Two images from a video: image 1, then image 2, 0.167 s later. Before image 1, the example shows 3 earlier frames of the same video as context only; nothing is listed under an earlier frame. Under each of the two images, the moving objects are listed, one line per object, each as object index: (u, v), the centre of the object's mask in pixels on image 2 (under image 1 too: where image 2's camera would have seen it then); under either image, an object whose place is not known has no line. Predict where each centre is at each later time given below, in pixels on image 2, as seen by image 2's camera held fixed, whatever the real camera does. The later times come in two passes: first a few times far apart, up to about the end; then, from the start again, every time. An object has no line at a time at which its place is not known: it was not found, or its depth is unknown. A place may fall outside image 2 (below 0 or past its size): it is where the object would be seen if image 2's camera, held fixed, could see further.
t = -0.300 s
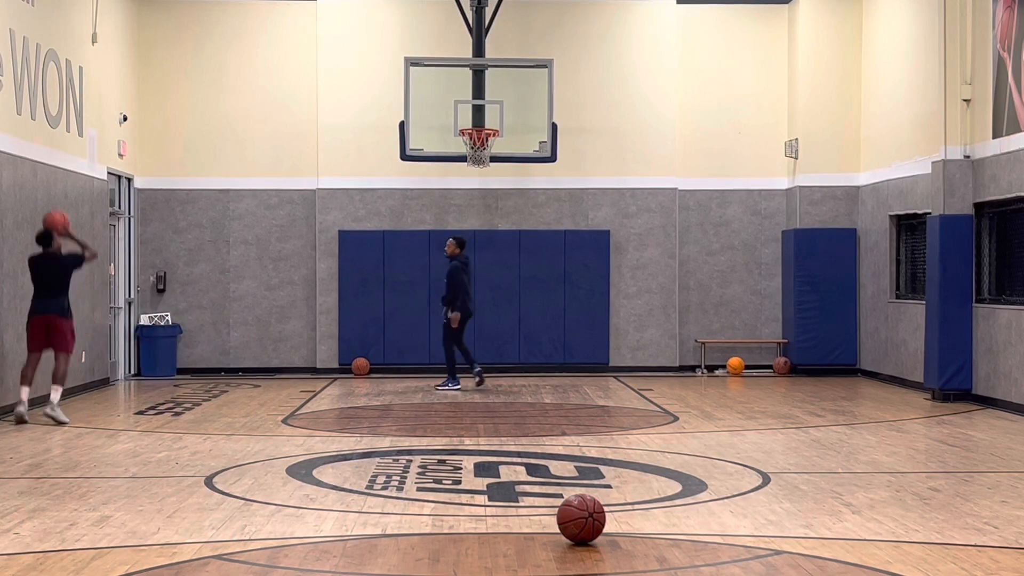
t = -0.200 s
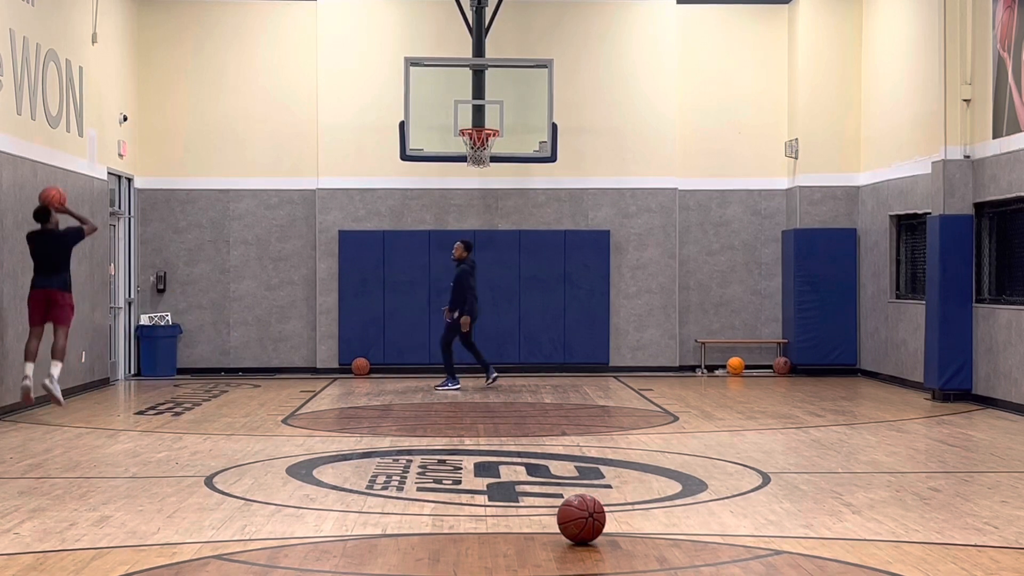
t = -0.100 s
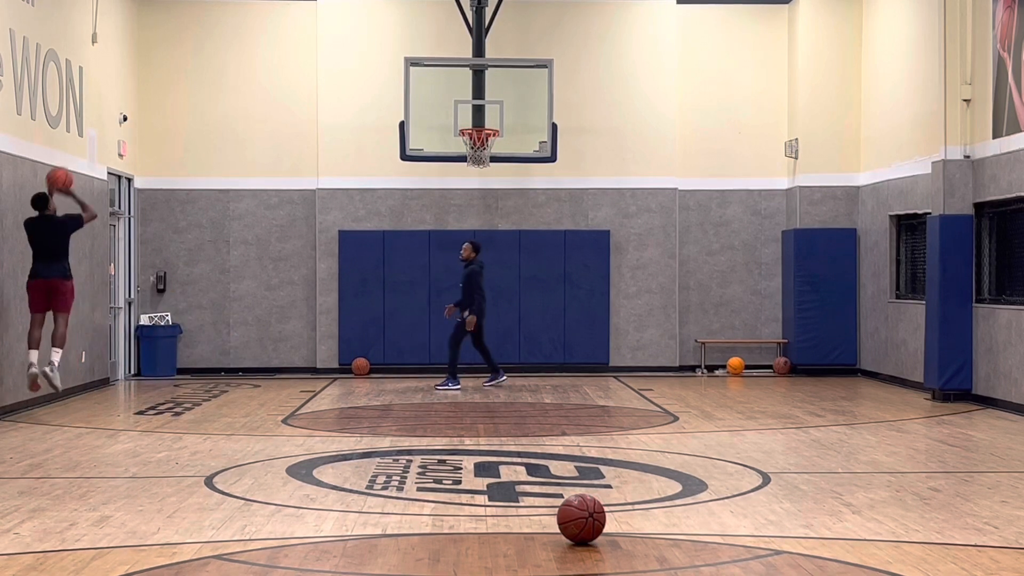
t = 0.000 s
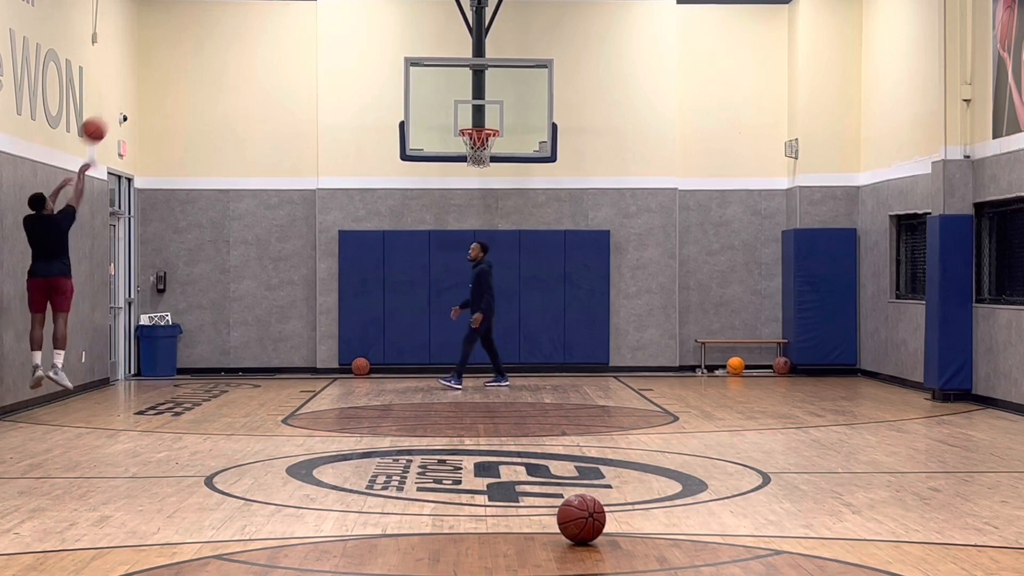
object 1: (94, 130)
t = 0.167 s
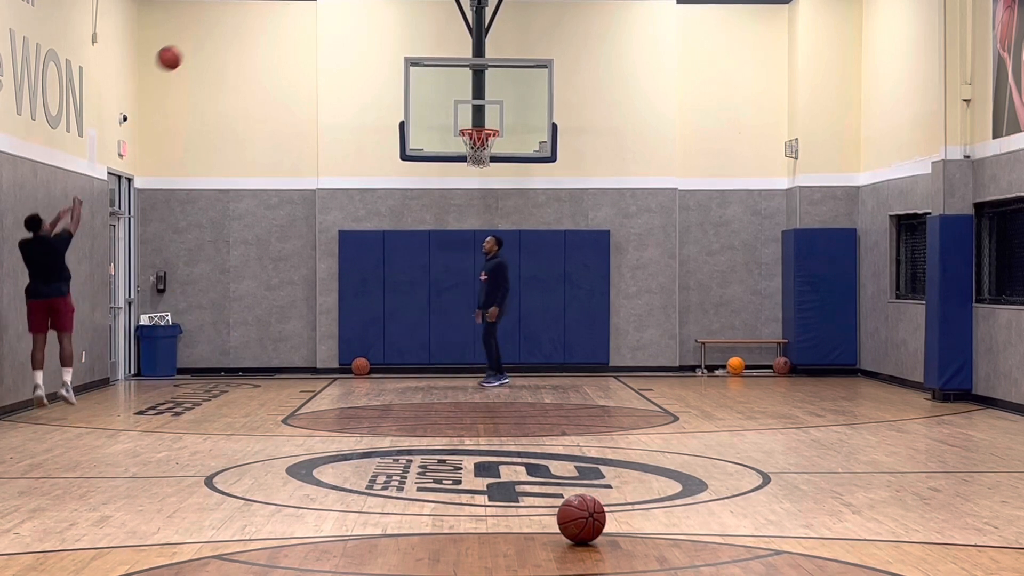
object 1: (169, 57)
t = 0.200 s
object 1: (184, 47)
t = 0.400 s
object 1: (264, 10)
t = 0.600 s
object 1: (336, 11)
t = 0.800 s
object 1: (402, 46)
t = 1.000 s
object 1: (462, 109)
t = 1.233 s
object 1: (466, 150)
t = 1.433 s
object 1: (465, 155)
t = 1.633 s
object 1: (477, 180)
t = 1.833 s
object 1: (486, 238)
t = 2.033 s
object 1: (494, 327)
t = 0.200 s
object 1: (184, 47)
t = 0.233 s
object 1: (198, 38)
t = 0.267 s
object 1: (212, 30)
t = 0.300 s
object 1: (225, 24)
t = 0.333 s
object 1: (238, 17)
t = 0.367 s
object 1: (251, 13)
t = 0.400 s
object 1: (264, 10)
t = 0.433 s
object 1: (277, 9)
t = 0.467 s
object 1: (289, 8)
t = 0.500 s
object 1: (301, 8)
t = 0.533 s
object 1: (313, 8)
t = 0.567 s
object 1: (325, 9)
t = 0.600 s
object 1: (336, 11)
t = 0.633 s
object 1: (348, 15)
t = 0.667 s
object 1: (359, 19)
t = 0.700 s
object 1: (370, 25)
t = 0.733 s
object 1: (381, 31)
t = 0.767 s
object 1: (392, 38)
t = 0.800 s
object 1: (402, 46)
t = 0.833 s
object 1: (413, 55)
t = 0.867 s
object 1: (424, 65)
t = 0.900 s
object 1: (433, 75)
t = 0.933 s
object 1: (443, 86)
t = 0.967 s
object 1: (453, 97)
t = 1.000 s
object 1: (462, 109)
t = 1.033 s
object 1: (472, 121)
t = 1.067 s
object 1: (479, 124)
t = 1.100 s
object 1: (486, 128)
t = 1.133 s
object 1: (482, 139)
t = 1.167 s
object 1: (478, 141)
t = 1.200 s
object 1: (470, 149)
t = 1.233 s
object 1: (466, 150)
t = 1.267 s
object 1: (464, 151)
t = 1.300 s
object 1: (462, 152)
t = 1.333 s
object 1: (462, 151)
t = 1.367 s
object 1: (464, 154)
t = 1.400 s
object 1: (464, 155)
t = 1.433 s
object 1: (465, 155)
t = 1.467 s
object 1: (467, 158)
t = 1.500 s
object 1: (470, 164)
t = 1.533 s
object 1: (472, 166)
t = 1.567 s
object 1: (474, 169)
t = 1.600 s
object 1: (476, 173)
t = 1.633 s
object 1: (477, 180)
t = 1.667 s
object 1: (479, 187)
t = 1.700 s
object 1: (480, 196)
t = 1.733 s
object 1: (482, 206)
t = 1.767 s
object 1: (483, 215)
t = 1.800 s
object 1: (485, 226)
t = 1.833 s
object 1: (486, 238)
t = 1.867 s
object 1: (487, 250)
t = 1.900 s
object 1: (489, 264)
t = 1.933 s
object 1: (490, 278)
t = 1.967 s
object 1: (492, 293)
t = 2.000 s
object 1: (493, 309)
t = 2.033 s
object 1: (494, 327)
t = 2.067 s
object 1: (496, 344)
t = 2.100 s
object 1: (497, 363)
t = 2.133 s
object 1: (498, 375)
